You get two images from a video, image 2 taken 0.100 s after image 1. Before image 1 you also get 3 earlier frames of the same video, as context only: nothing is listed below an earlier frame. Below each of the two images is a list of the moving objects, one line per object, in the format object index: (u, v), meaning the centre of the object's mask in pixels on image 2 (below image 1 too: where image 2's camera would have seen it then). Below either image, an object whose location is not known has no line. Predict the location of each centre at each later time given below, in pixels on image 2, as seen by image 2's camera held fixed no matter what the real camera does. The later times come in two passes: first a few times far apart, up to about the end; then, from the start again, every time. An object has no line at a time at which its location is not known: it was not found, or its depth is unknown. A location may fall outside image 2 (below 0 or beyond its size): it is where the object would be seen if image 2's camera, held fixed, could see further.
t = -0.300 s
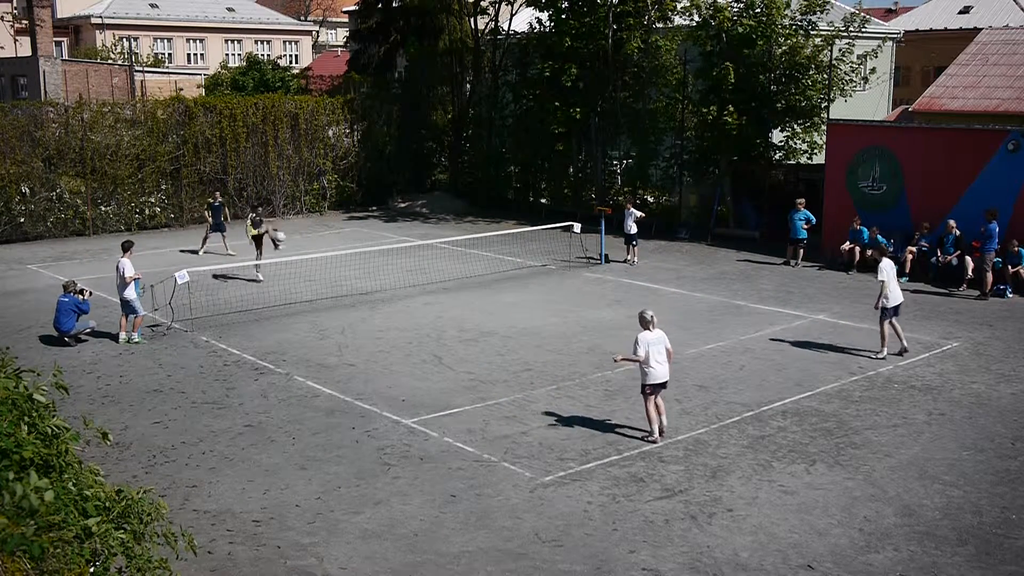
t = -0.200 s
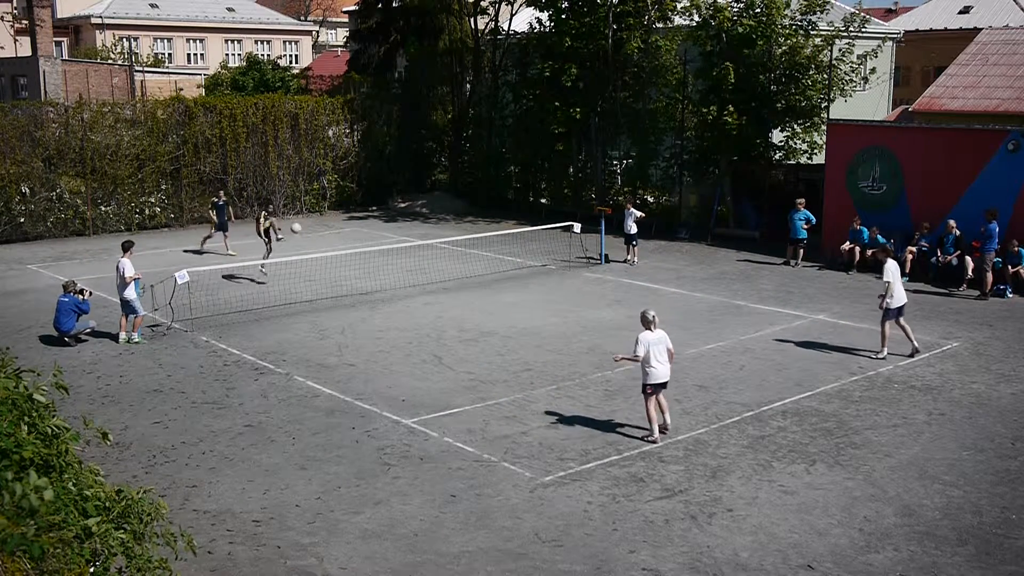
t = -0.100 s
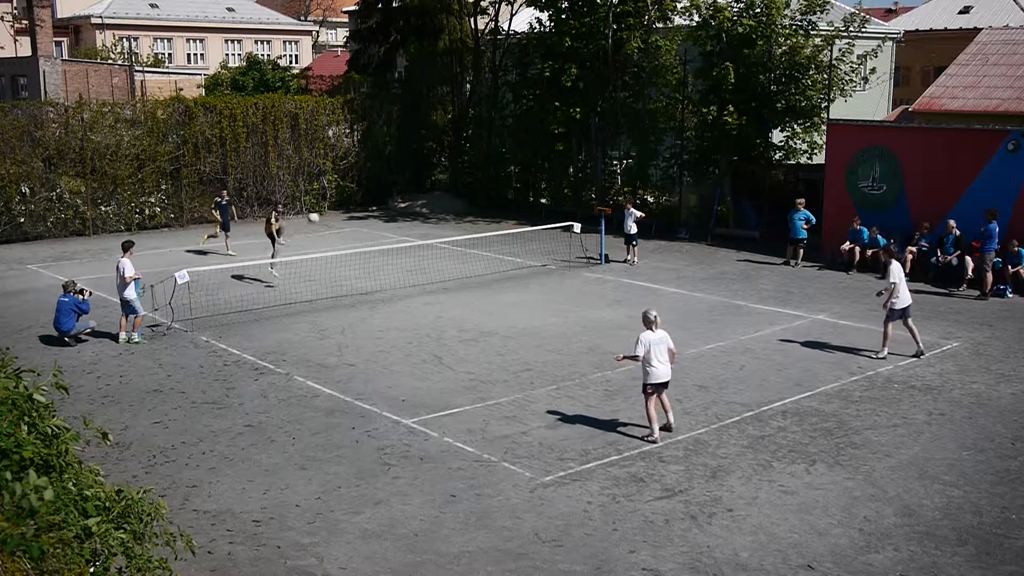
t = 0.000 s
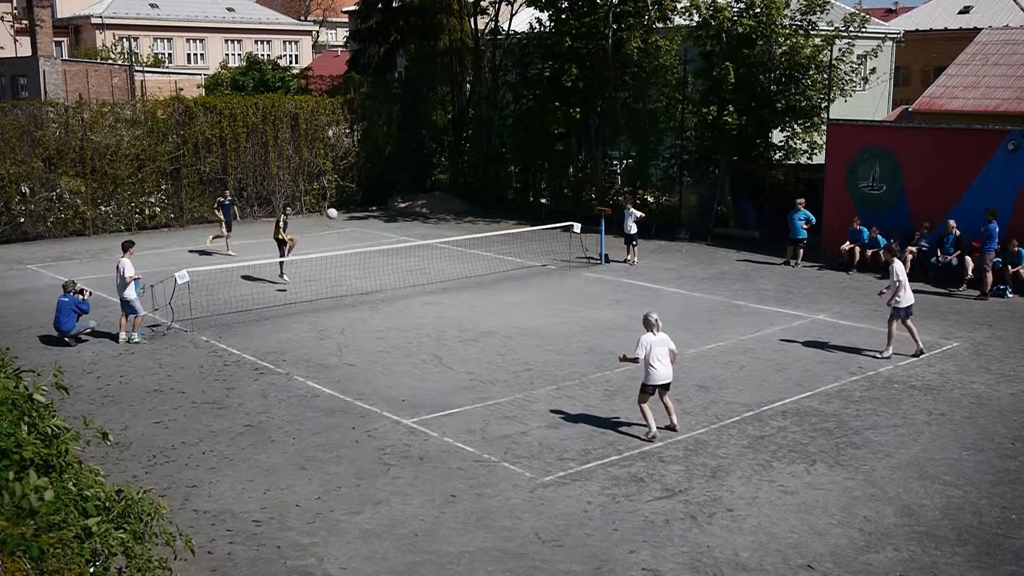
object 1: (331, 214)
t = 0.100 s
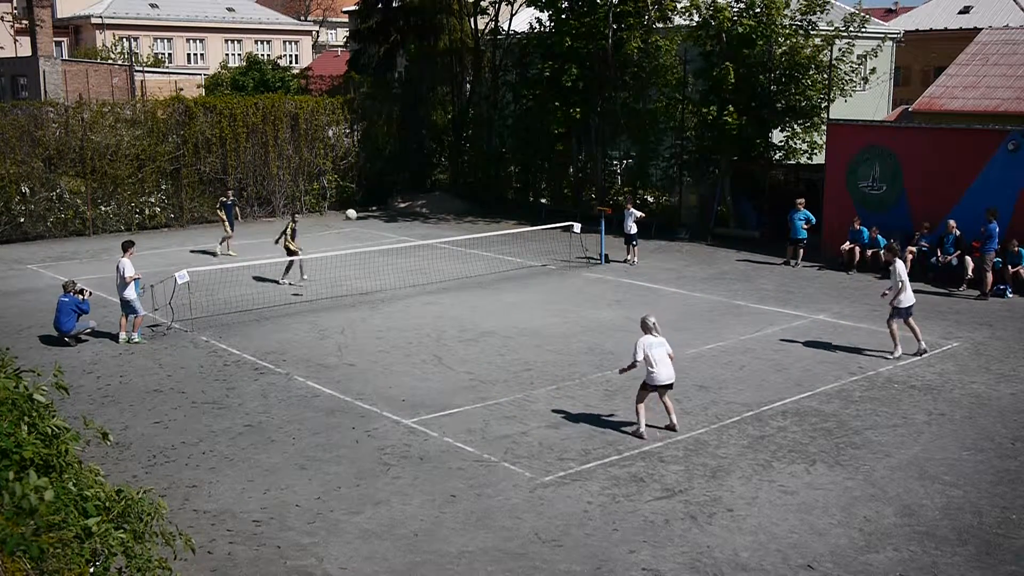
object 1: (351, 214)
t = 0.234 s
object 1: (377, 225)
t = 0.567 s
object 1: (448, 299)
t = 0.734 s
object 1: (480, 315)
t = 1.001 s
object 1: (525, 288)
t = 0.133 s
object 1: (357, 216)
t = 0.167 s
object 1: (364, 218)
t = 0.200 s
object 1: (370, 221)
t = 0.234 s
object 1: (377, 225)
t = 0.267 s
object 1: (384, 229)
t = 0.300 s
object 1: (391, 234)
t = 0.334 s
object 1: (398, 240)
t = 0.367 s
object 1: (405, 246)
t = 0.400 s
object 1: (412, 253)
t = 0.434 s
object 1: (420, 261)
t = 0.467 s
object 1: (427, 270)
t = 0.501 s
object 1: (434, 279)
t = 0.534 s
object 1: (441, 289)
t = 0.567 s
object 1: (448, 299)
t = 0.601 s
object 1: (456, 311)
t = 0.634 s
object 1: (462, 323)
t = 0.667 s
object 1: (470, 329)
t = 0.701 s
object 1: (475, 322)
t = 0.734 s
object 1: (480, 315)
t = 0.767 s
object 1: (485, 309)
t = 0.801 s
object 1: (491, 304)
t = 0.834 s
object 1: (496, 300)
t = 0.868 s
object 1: (502, 296)
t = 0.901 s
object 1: (507, 293)
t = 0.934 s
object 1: (513, 291)
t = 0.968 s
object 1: (519, 289)
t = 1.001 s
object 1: (525, 288)
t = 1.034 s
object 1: (530, 287)
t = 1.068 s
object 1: (536, 287)
